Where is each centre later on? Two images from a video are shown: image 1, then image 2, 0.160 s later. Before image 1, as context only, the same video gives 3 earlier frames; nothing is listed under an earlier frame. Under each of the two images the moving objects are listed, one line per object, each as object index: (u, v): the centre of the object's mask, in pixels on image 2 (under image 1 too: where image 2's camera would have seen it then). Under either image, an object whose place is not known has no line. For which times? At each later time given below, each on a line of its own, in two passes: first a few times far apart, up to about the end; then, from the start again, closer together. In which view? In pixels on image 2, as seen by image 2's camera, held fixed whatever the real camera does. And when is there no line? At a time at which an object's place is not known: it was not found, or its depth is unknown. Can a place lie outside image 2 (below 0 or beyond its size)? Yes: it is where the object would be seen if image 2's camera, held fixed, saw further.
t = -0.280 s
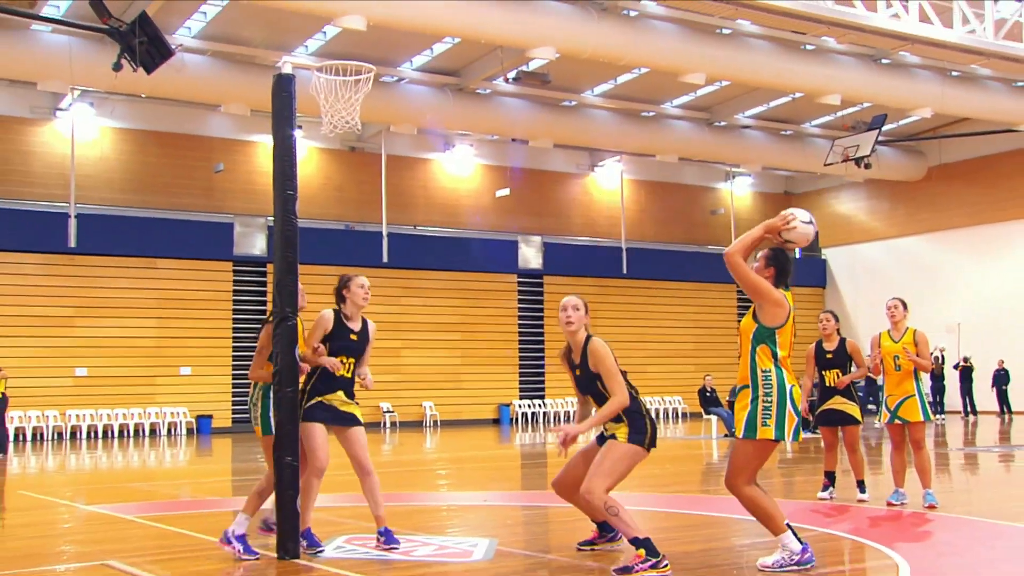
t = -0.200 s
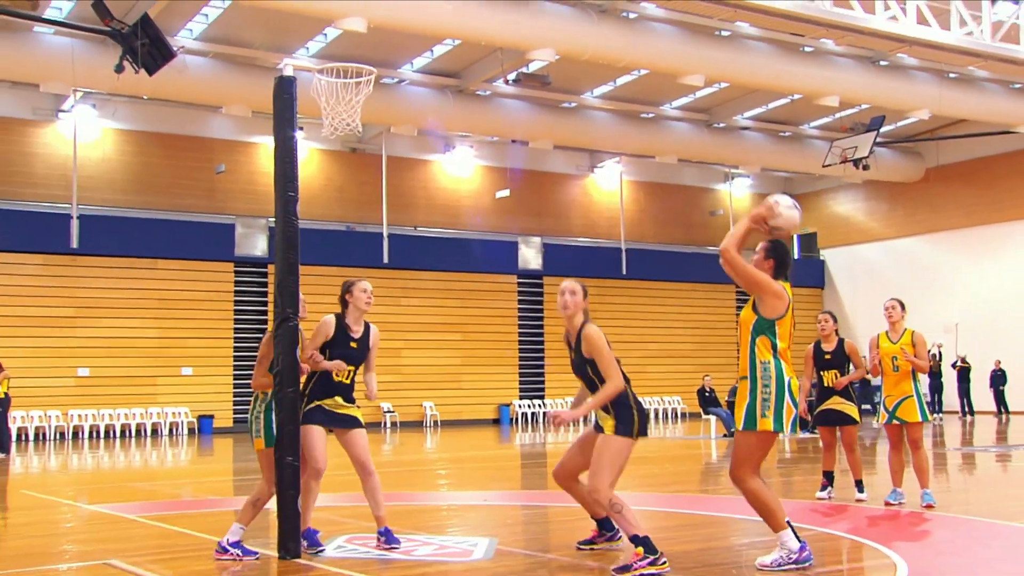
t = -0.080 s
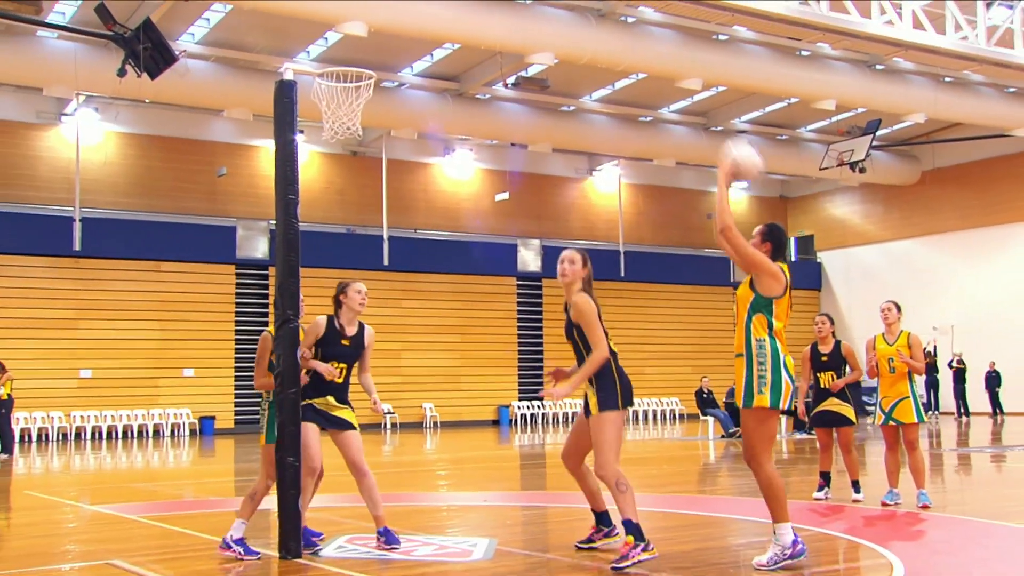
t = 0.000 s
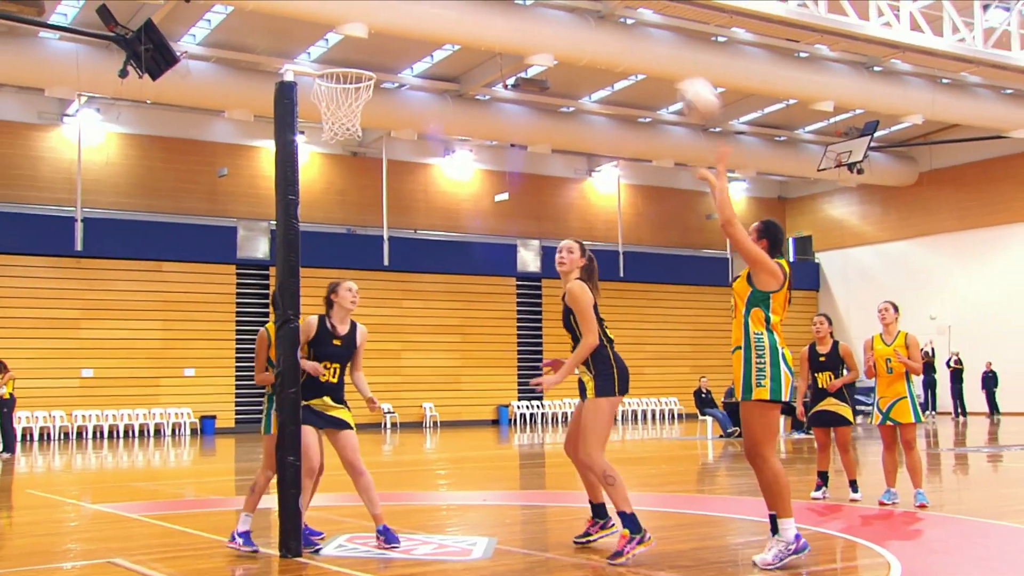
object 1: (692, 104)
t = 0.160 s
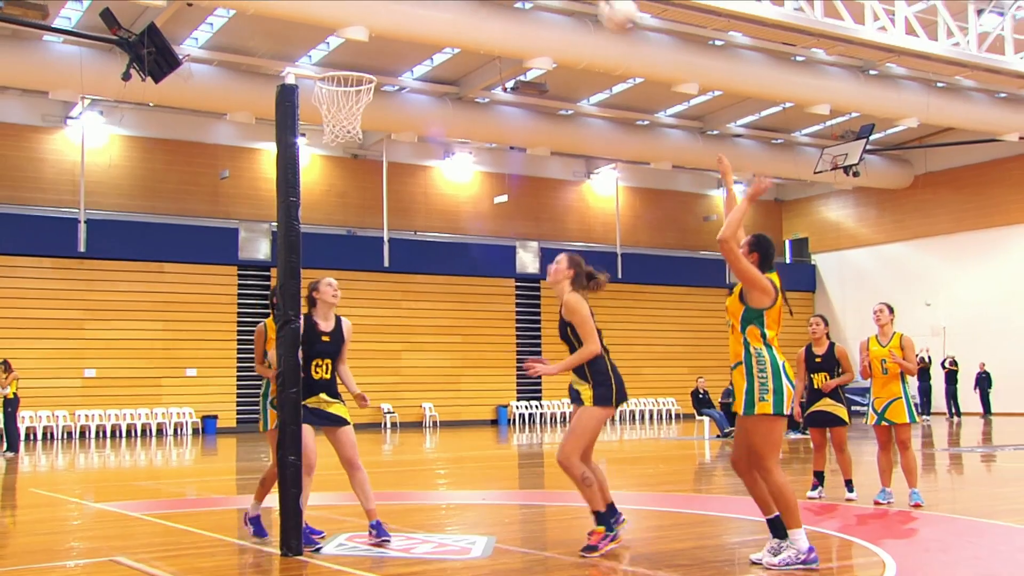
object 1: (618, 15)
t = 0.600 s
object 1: (434, -5)
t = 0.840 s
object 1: (351, 68)
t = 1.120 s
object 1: (359, 108)
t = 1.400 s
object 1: (347, 157)
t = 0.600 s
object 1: (434, -5)
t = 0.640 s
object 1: (418, 0)
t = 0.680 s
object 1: (403, 10)
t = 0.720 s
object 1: (388, 25)
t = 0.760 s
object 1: (373, 44)
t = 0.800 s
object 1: (360, 60)
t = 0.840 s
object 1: (351, 68)
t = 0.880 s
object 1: (338, 79)
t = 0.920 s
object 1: (337, 89)
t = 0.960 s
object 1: (342, 92)
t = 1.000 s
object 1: (350, 100)
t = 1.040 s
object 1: (355, 105)
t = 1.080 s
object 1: (358, 106)
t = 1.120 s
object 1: (359, 108)
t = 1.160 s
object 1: (360, 112)
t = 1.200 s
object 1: (358, 116)
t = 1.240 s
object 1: (356, 121)
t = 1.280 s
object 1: (354, 128)
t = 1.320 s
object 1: (352, 137)
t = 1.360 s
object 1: (350, 148)
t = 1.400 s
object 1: (347, 157)
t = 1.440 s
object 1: (345, 173)
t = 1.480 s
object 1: (343, 190)
